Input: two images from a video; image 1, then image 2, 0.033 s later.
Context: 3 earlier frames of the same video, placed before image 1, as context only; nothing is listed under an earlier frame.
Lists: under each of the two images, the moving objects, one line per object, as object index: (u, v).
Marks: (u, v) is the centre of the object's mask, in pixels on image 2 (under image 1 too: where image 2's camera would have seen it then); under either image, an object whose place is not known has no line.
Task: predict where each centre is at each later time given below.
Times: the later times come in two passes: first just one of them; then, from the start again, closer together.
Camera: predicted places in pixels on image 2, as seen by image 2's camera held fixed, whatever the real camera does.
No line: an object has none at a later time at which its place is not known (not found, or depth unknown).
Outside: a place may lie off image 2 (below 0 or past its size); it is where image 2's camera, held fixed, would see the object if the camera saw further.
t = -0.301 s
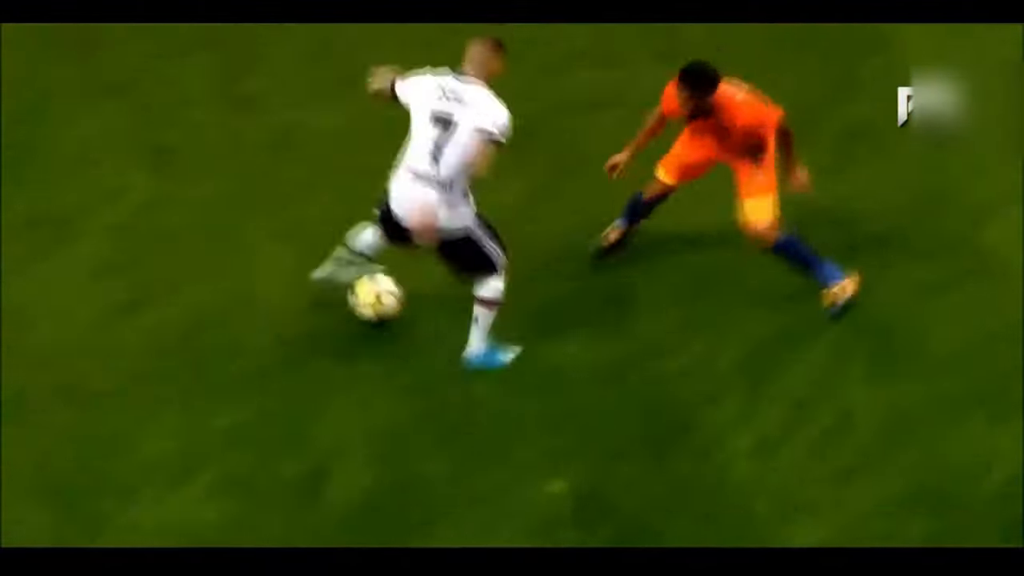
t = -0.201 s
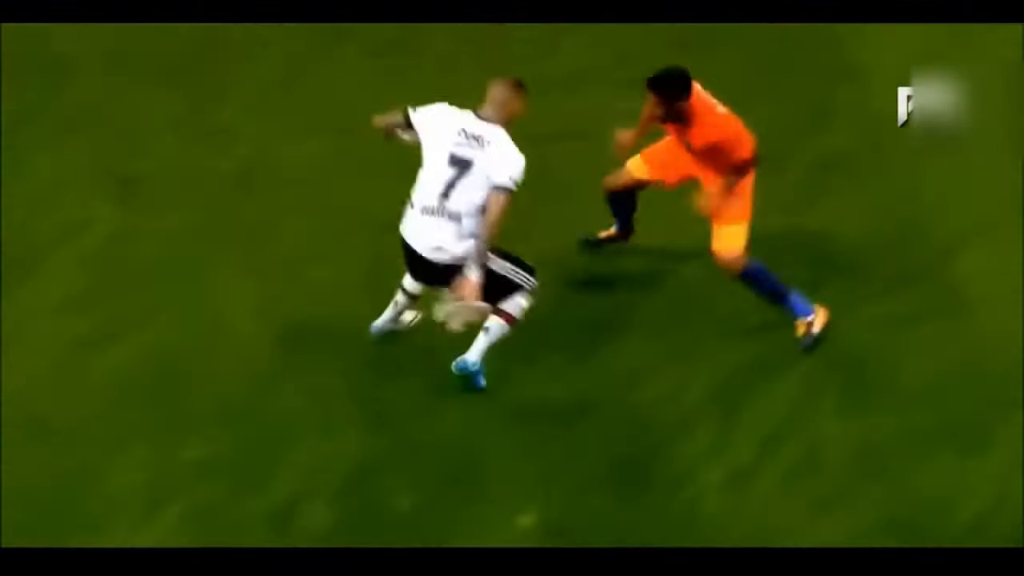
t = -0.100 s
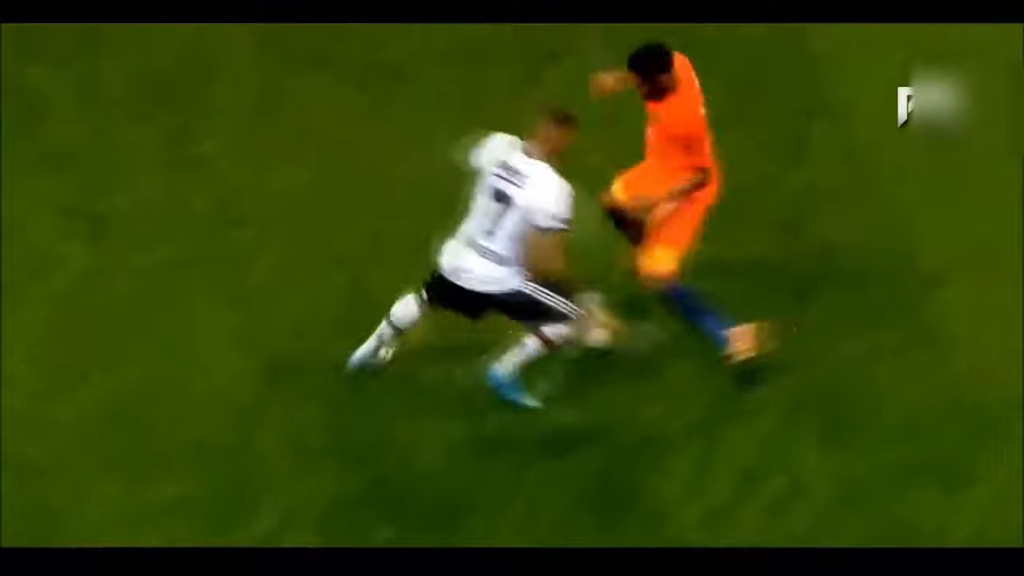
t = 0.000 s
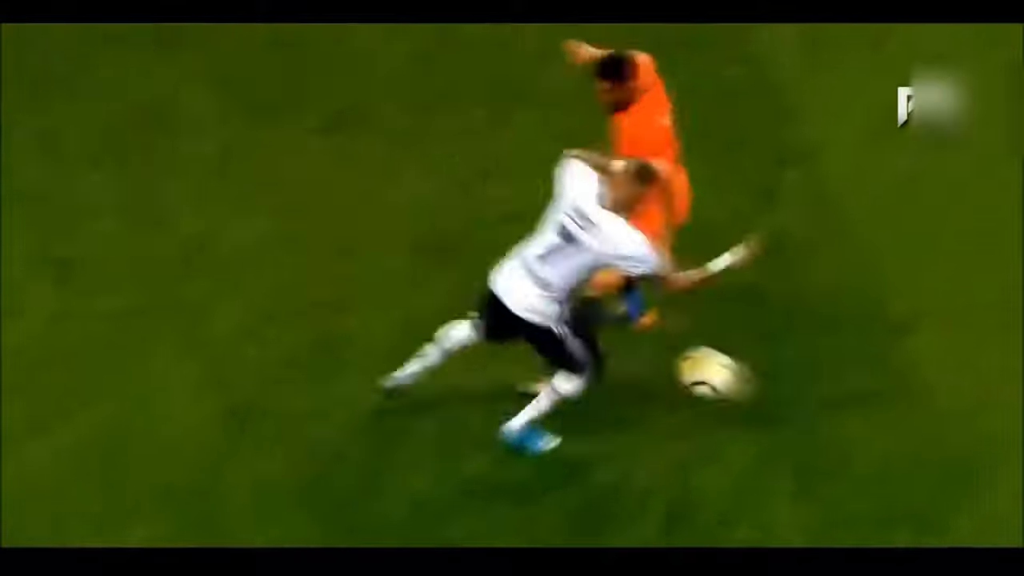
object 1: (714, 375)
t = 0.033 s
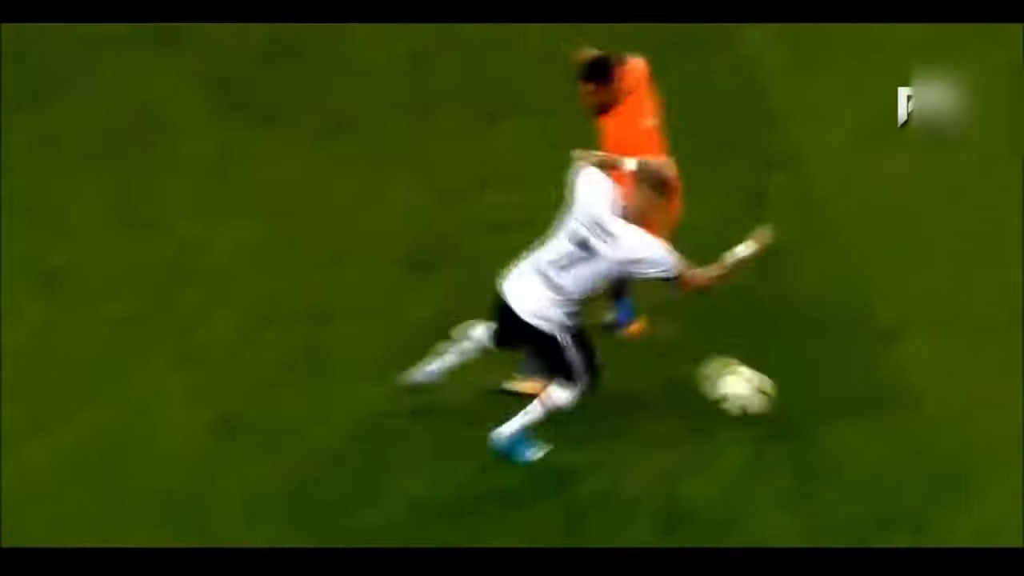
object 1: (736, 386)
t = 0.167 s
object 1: (862, 465)
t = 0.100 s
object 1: (786, 414)
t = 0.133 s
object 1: (835, 442)
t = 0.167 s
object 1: (862, 465)
